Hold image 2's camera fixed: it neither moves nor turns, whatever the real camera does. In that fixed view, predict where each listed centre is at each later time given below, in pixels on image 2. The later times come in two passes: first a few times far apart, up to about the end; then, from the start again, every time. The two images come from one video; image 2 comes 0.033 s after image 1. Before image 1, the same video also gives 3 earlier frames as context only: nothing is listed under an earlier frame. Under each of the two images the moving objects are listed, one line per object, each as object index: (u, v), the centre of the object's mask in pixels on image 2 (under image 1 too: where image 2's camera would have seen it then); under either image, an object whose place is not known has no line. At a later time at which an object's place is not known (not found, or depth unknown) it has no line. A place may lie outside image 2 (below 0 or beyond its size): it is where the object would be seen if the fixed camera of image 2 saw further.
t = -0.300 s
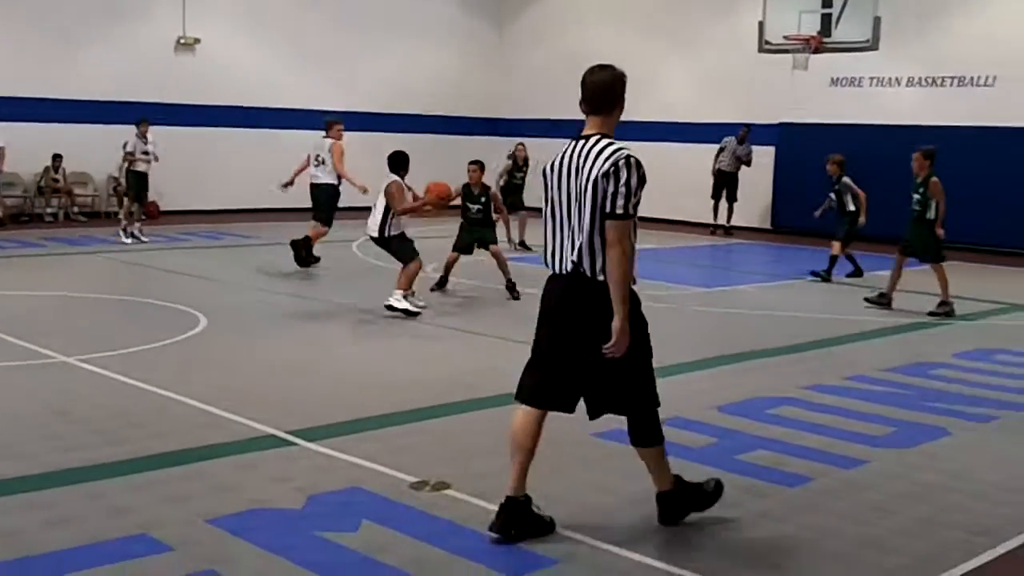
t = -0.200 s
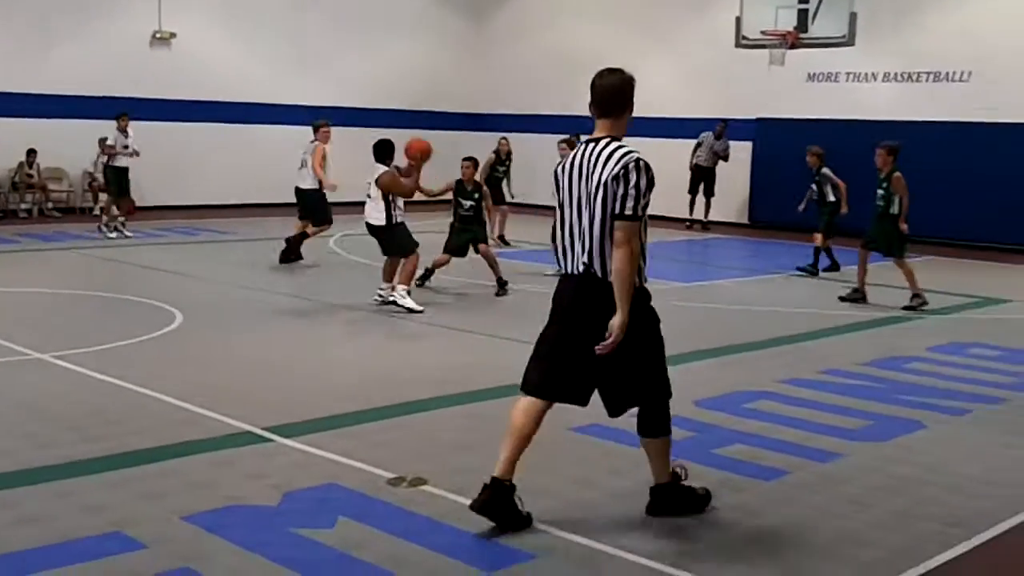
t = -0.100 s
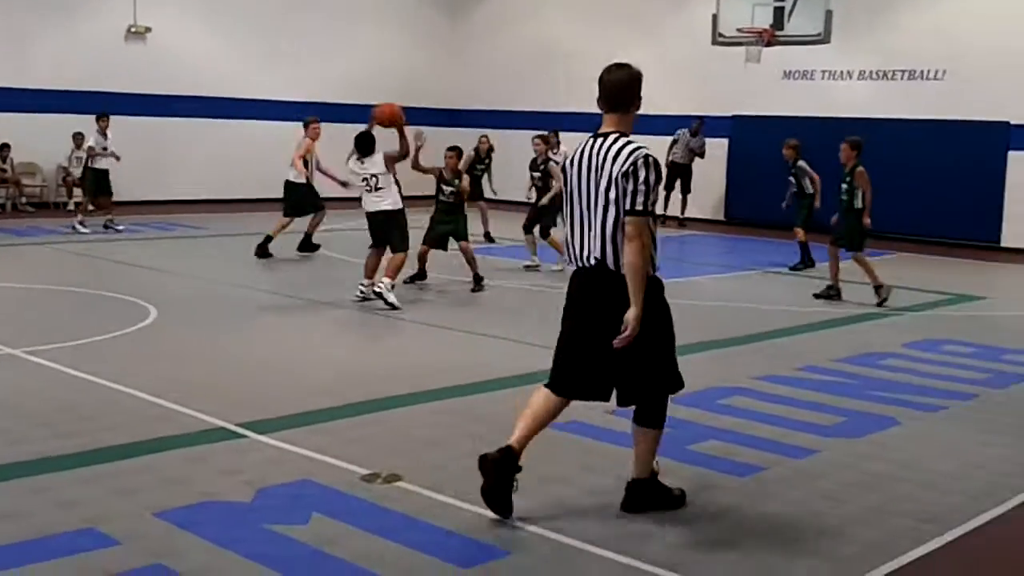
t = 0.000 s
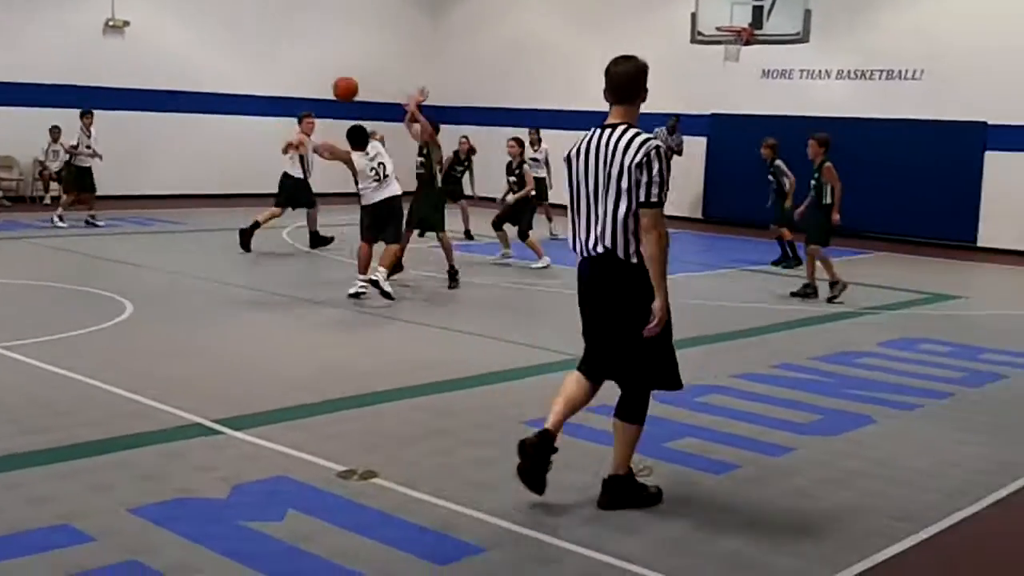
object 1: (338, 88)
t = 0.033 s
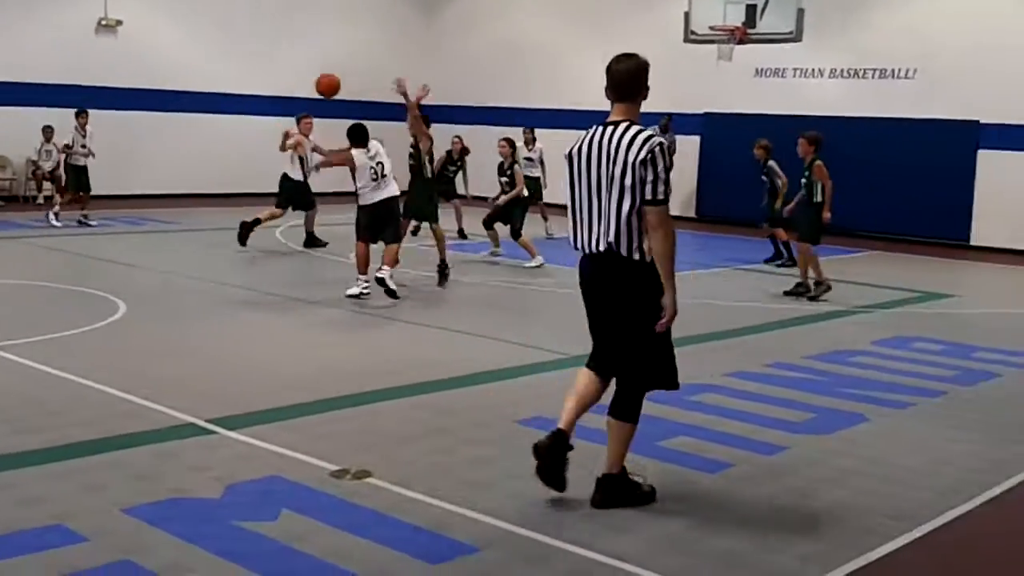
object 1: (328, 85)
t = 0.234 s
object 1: (267, 93)
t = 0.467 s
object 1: (212, 145)
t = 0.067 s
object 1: (317, 83)
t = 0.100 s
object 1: (306, 83)
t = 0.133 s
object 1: (296, 84)
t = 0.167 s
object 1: (286, 86)
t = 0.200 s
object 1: (276, 89)
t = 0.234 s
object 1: (267, 93)
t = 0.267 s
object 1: (258, 98)
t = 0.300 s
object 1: (251, 105)
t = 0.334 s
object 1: (241, 111)
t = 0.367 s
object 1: (233, 119)
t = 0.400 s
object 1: (226, 127)
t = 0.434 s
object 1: (218, 136)
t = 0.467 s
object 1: (212, 145)
